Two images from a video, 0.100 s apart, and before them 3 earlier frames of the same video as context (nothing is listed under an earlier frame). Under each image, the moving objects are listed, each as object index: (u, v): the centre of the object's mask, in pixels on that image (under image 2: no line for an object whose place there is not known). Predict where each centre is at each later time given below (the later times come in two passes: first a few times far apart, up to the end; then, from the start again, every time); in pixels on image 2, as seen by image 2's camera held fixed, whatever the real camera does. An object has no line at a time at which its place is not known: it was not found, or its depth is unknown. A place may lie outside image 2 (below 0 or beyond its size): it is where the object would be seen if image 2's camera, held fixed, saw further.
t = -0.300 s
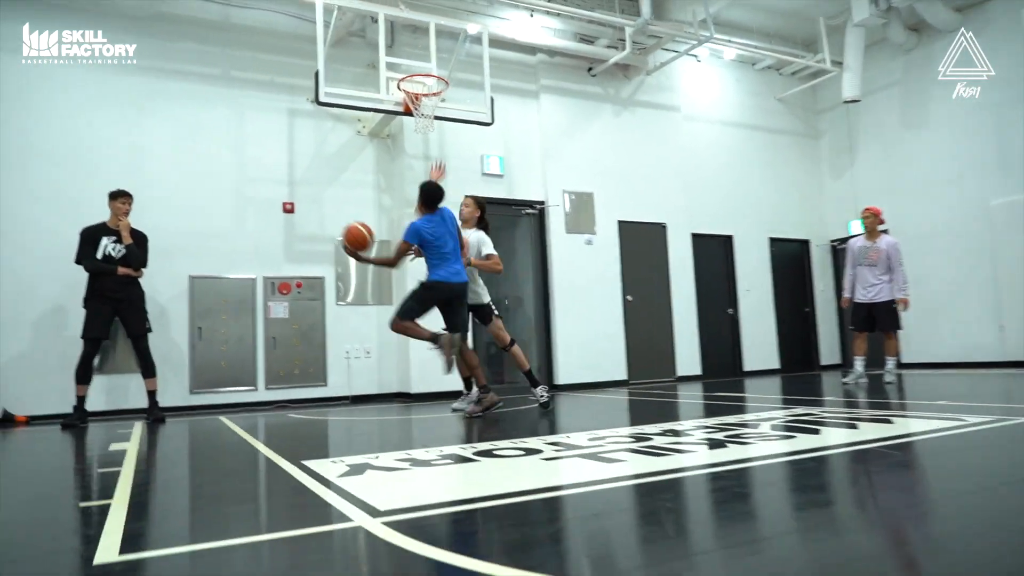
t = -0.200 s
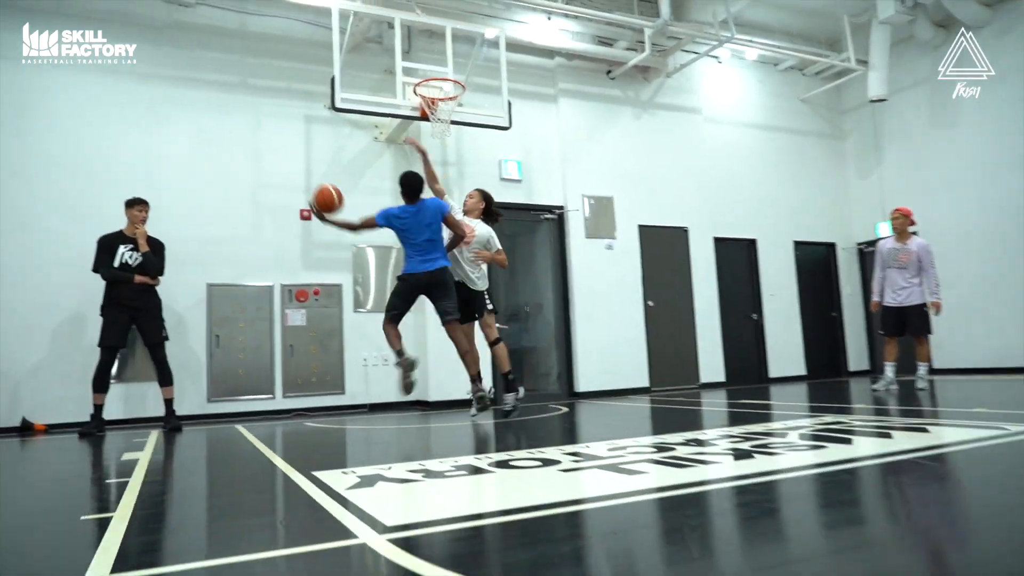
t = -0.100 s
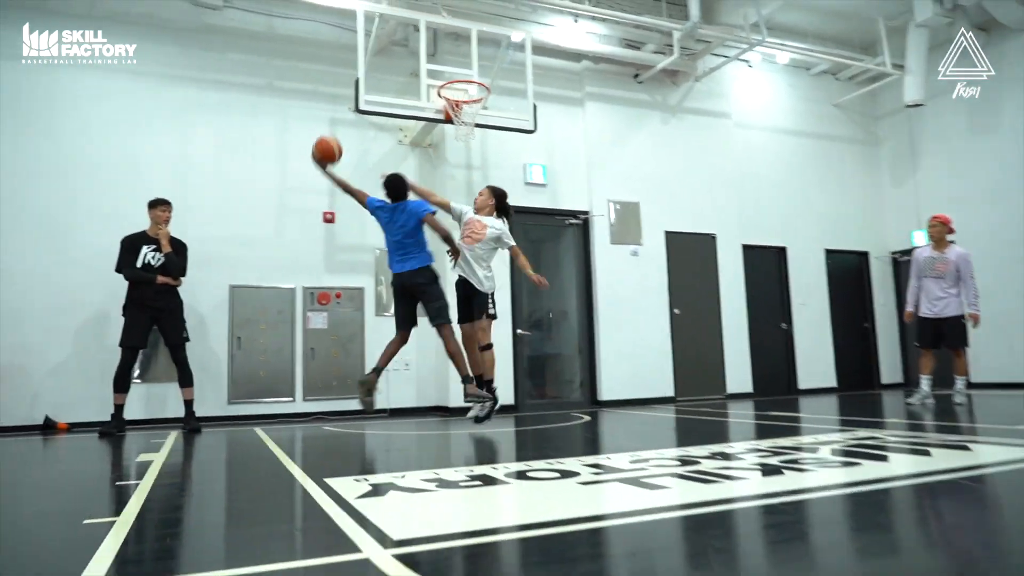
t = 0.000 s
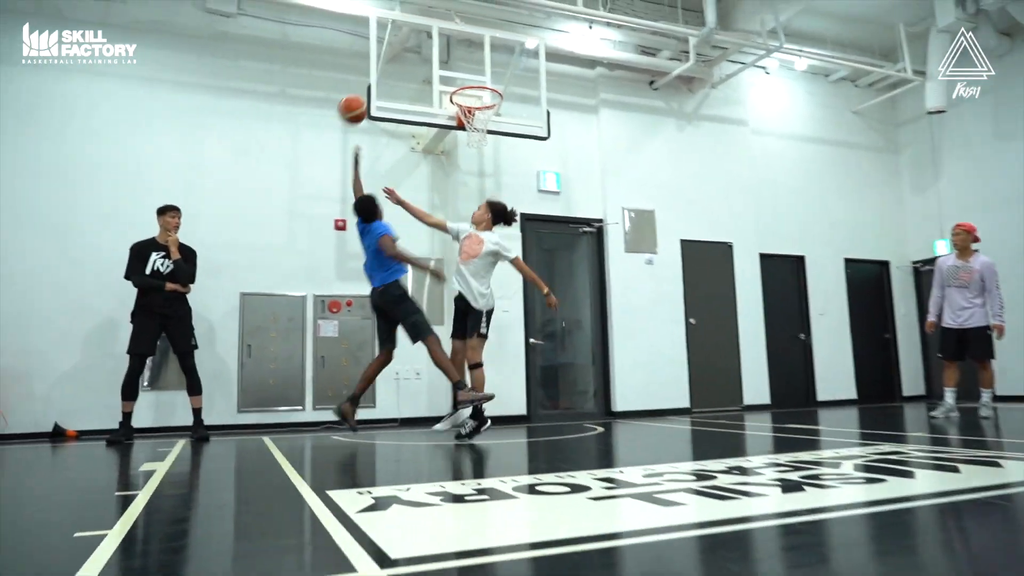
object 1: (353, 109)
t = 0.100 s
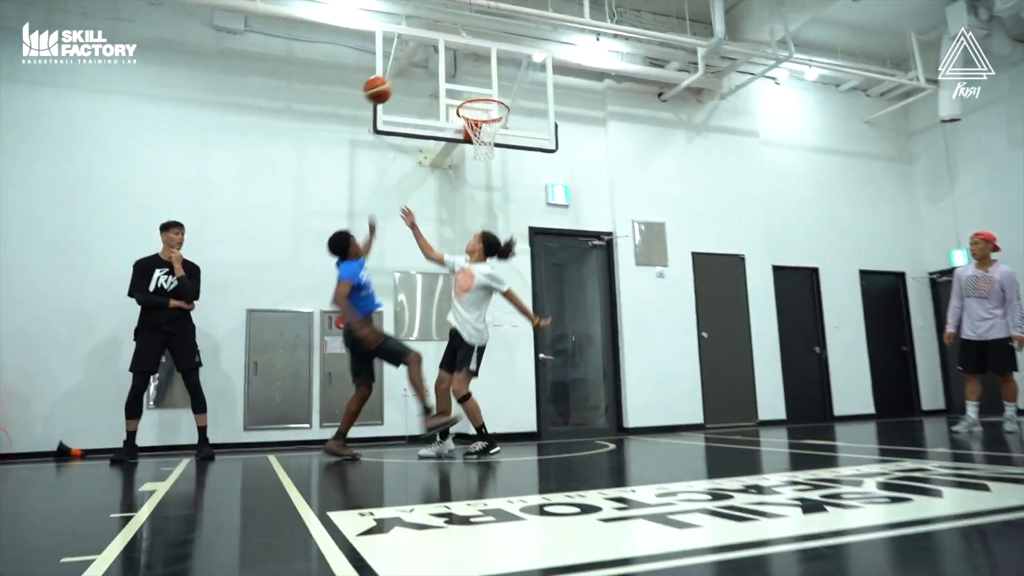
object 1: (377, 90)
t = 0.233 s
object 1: (401, 64)
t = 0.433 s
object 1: (432, 50)
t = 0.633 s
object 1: (467, 61)
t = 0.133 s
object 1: (383, 81)
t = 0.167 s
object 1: (390, 74)
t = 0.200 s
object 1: (395, 68)
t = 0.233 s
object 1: (401, 64)
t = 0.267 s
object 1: (406, 60)
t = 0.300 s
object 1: (411, 58)
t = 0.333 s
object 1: (415, 57)
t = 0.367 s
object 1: (421, 54)
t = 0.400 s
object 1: (426, 51)
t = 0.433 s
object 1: (432, 50)
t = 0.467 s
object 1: (438, 49)
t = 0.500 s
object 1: (444, 49)
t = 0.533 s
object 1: (450, 51)
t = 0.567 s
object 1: (455, 52)
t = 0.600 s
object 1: (461, 56)
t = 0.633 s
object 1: (467, 61)
